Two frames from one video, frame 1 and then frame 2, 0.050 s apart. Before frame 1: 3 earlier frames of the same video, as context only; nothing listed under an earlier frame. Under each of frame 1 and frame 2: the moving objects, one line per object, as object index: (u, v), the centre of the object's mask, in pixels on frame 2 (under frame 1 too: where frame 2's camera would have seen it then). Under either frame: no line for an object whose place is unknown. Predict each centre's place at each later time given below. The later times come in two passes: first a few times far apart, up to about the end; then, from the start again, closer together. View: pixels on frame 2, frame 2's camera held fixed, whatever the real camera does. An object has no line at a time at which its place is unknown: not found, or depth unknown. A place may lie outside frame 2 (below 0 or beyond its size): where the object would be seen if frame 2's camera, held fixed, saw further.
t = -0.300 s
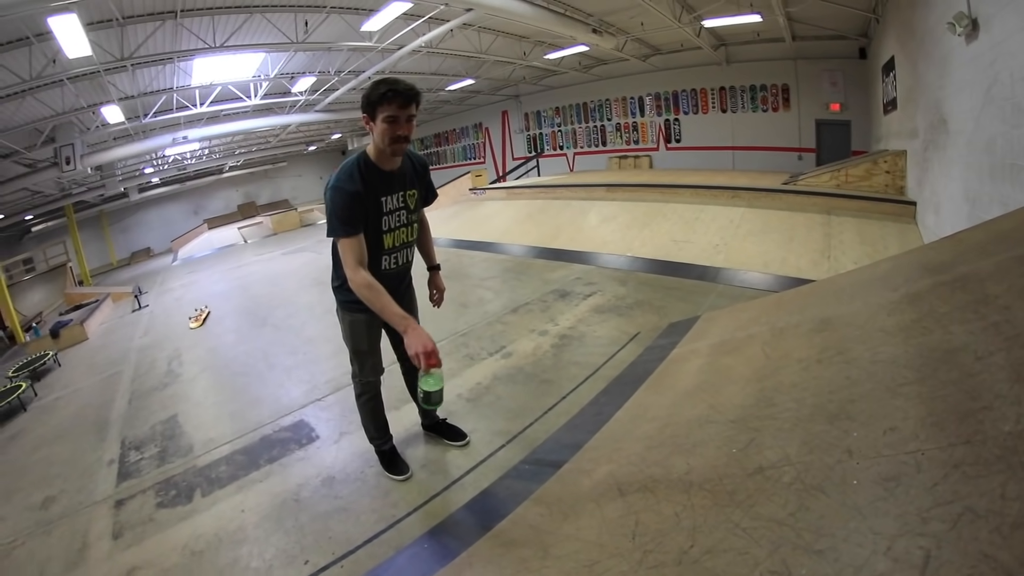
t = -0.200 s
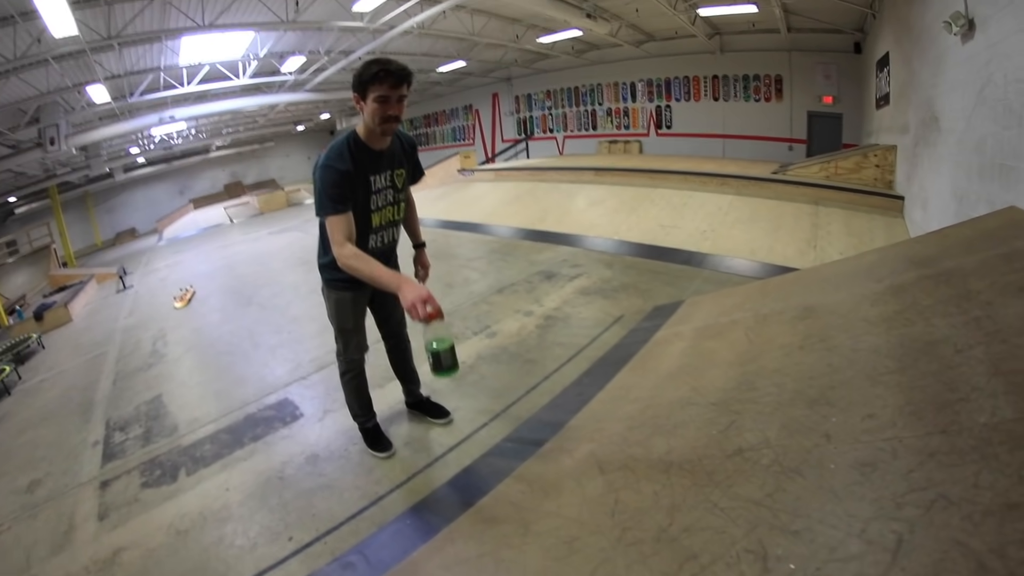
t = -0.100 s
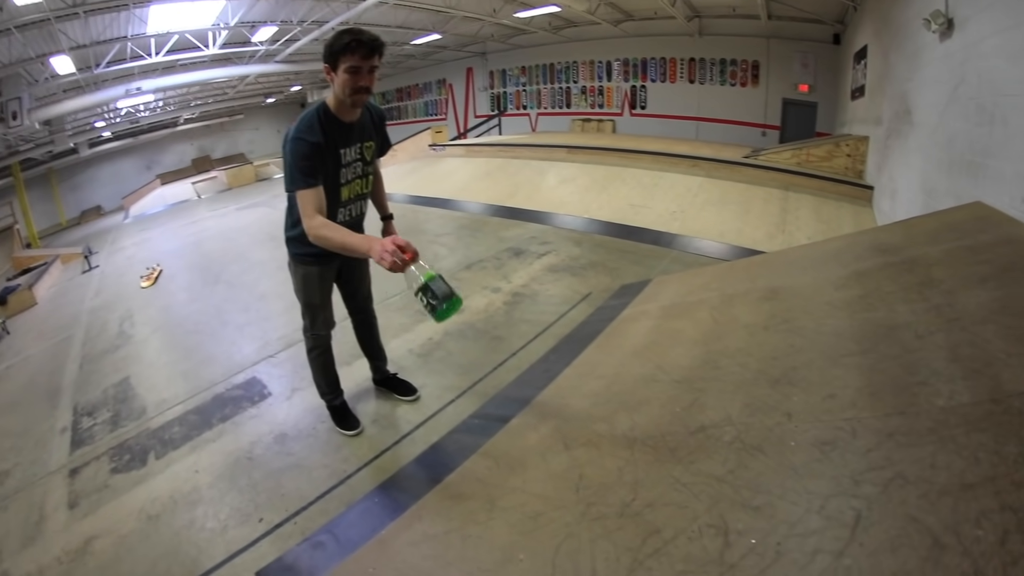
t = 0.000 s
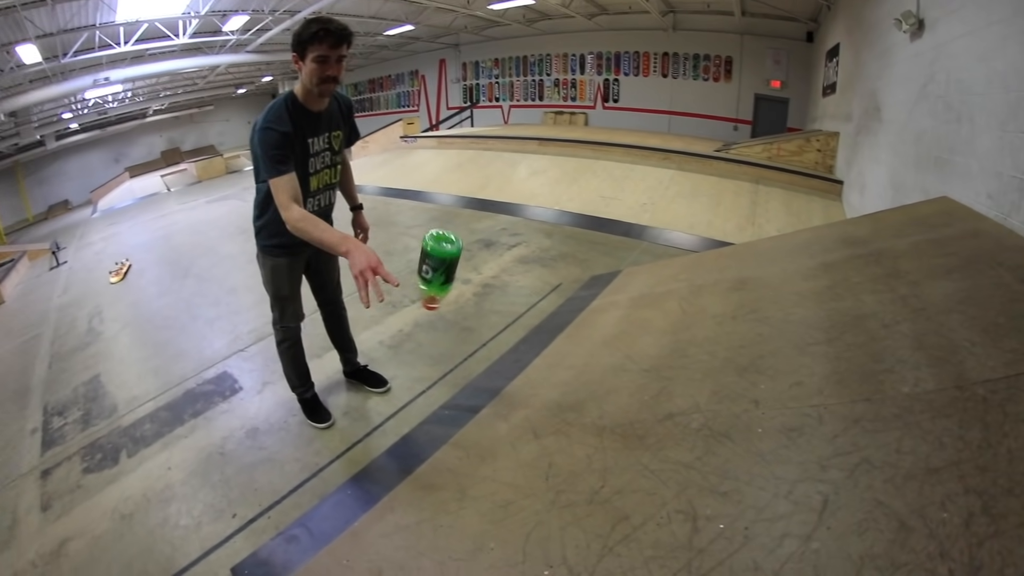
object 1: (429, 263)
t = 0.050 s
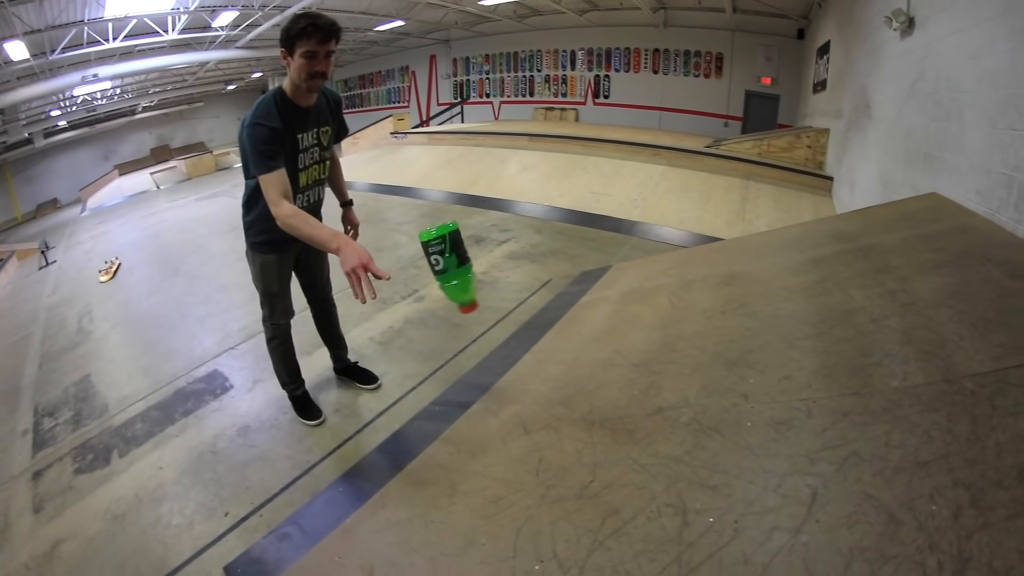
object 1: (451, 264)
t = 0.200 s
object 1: (529, 333)
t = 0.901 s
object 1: (518, 467)
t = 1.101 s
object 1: (458, 452)
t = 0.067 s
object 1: (458, 266)
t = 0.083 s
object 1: (466, 269)
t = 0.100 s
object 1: (474, 274)
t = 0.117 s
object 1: (482, 281)
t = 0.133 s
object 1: (492, 289)
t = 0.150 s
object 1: (500, 298)
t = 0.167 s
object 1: (510, 308)
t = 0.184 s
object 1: (520, 320)
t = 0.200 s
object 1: (529, 333)
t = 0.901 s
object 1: (518, 467)
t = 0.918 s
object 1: (513, 466)
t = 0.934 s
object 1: (508, 465)
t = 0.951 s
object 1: (503, 464)
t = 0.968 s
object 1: (497, 462)
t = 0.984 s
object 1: (493, 461)
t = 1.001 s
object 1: (487, 460)
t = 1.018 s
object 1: (483, 459)
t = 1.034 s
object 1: (478, 457)
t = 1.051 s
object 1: (473, 456)
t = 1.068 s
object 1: (468, 455)
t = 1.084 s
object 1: (463, 453)
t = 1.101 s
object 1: (458, 452)
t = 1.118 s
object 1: (454, 450)
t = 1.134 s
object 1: (449, 449)
